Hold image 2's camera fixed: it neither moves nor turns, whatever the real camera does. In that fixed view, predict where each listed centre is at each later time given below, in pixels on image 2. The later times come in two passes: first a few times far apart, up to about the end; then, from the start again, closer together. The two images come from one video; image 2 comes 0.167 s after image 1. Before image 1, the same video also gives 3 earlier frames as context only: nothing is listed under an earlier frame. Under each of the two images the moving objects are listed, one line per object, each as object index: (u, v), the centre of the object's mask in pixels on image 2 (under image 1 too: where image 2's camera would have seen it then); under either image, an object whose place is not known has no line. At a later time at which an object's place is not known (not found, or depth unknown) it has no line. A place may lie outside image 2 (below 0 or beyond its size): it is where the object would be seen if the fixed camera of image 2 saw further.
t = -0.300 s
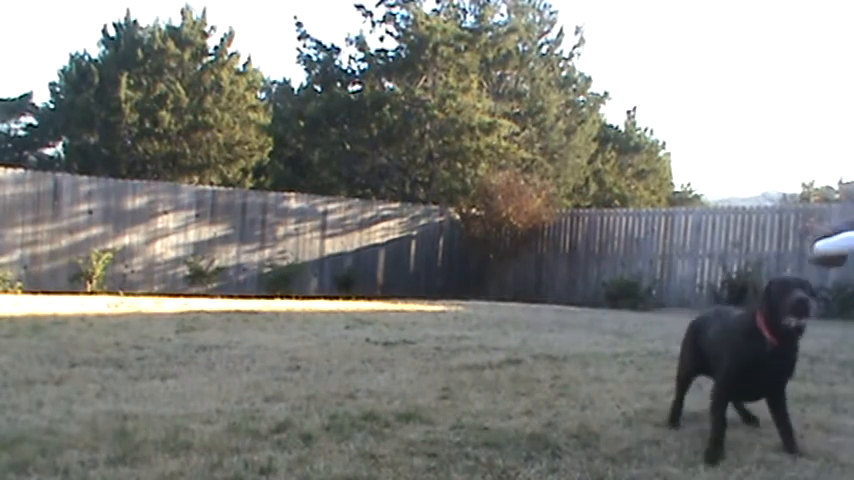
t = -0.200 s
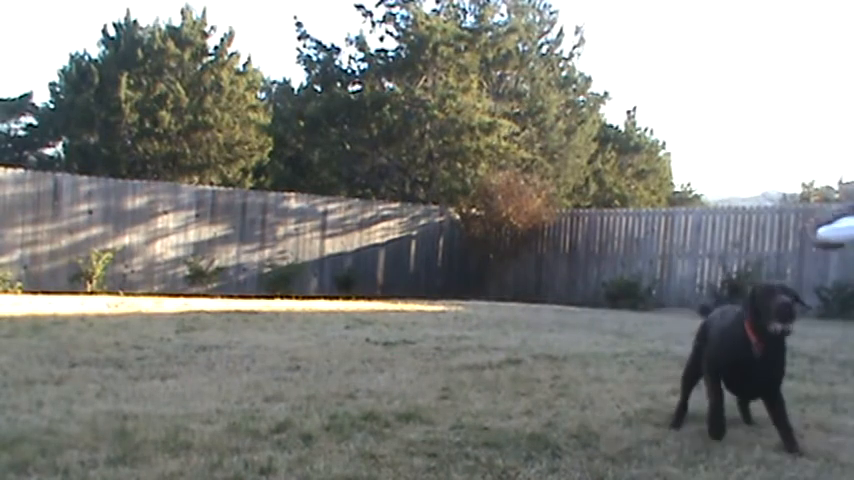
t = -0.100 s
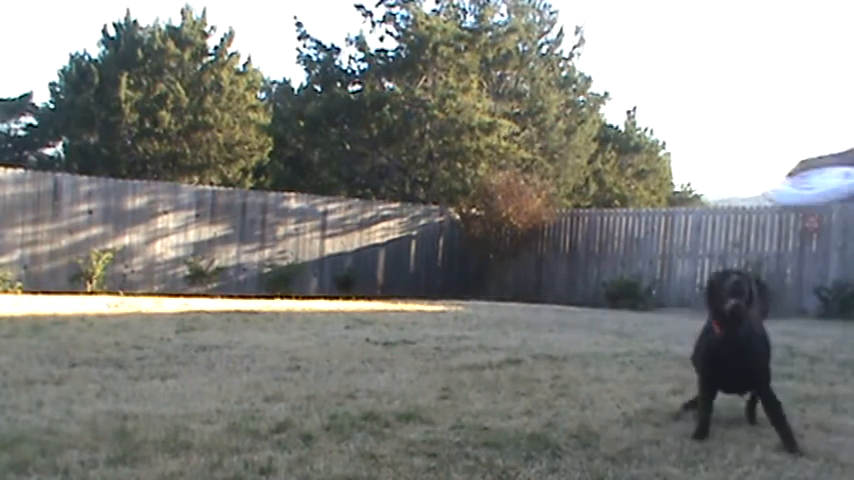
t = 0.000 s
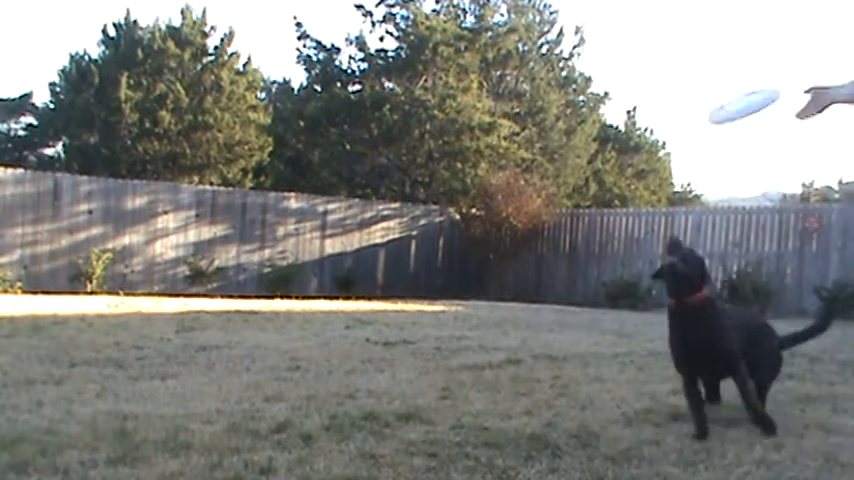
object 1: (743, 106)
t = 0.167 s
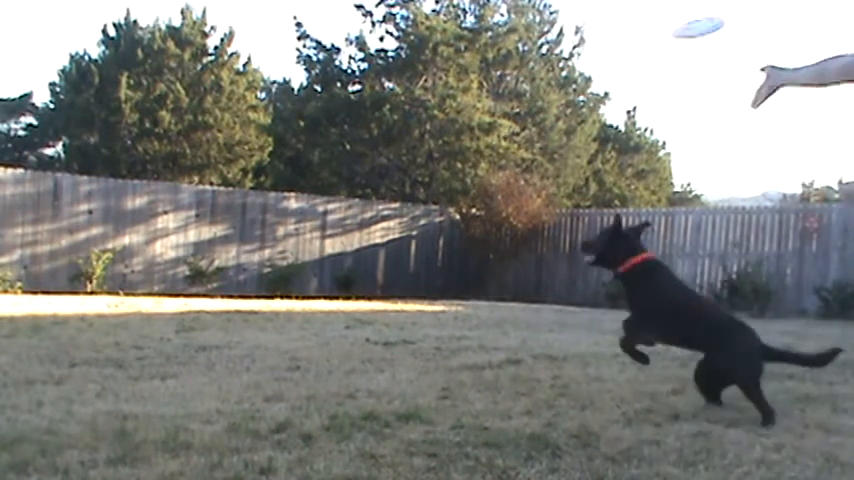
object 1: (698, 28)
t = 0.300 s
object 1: (671, 9)
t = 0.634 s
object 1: (612, 30)
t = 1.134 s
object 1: (514, 73)
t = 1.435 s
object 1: (447, 129)
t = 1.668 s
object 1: (384, 180)
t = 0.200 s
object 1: (691, 21)
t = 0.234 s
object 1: (683, 16)
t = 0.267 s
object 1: (676, 12)
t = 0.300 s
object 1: (671, 9)
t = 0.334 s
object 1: (664, 9)
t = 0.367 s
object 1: (658, 10)
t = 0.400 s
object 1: (653, 11)
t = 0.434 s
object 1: (648, 12)
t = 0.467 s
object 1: (642, 16)
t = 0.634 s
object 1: (612, 30)
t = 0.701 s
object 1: (603, 33)
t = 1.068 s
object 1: (528, 65)
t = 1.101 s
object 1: (521, 69)
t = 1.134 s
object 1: (514, 73)
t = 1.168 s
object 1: (507, 78)
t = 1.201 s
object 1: (499, 84)
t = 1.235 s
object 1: (493, 90)
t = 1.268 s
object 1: (486, 96)
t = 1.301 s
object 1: (478, 102)
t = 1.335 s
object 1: (470, 109)
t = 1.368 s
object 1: (462, 116)
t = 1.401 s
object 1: (454, 122)
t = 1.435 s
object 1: (447, 129)
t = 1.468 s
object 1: (438, 136)
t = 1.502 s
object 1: (430, 143)
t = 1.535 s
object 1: (421, 150)
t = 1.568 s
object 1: (412, 158)
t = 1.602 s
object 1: (403, 165)
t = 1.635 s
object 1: (394, 172)
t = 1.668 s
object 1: (384, 180)
